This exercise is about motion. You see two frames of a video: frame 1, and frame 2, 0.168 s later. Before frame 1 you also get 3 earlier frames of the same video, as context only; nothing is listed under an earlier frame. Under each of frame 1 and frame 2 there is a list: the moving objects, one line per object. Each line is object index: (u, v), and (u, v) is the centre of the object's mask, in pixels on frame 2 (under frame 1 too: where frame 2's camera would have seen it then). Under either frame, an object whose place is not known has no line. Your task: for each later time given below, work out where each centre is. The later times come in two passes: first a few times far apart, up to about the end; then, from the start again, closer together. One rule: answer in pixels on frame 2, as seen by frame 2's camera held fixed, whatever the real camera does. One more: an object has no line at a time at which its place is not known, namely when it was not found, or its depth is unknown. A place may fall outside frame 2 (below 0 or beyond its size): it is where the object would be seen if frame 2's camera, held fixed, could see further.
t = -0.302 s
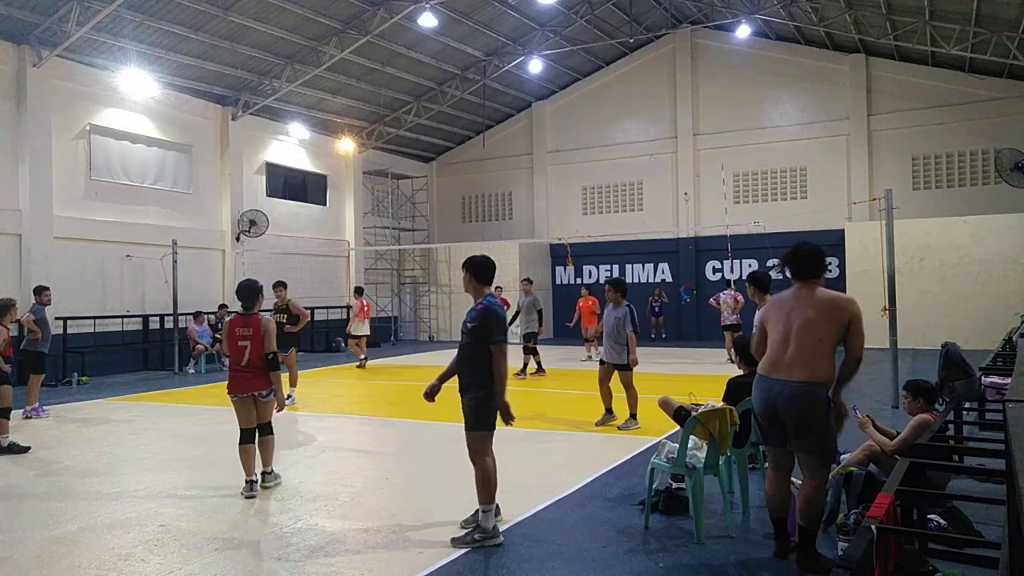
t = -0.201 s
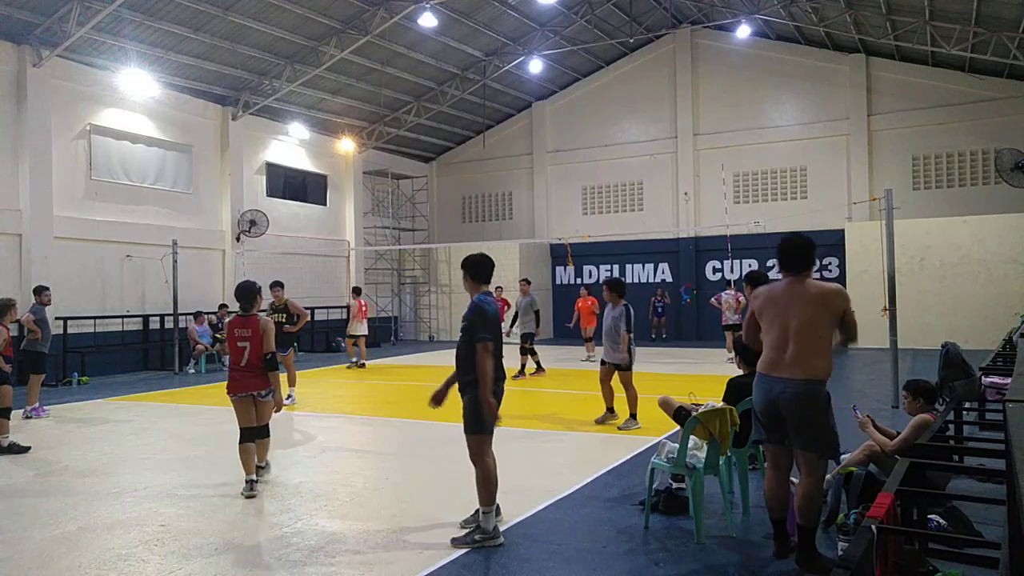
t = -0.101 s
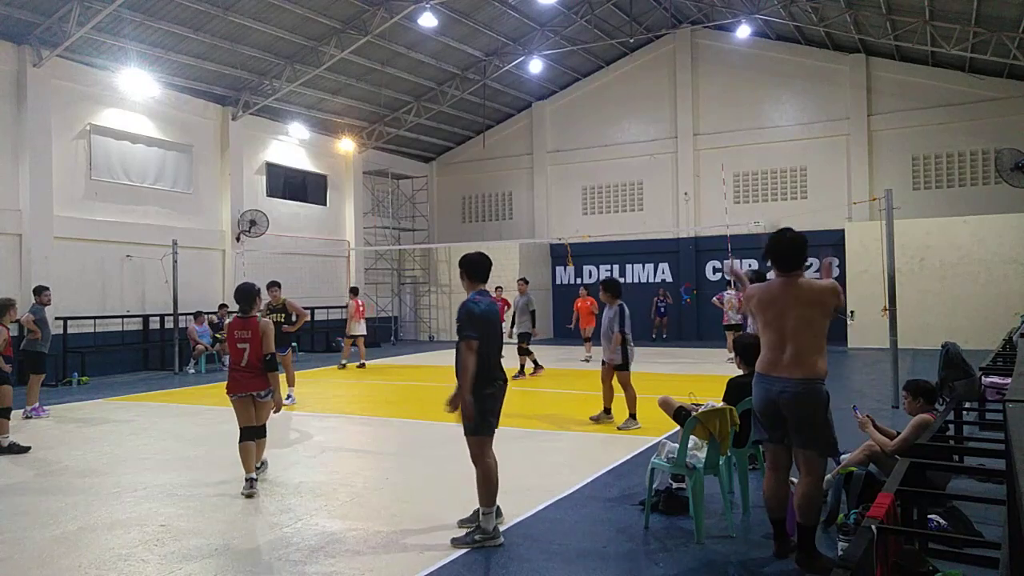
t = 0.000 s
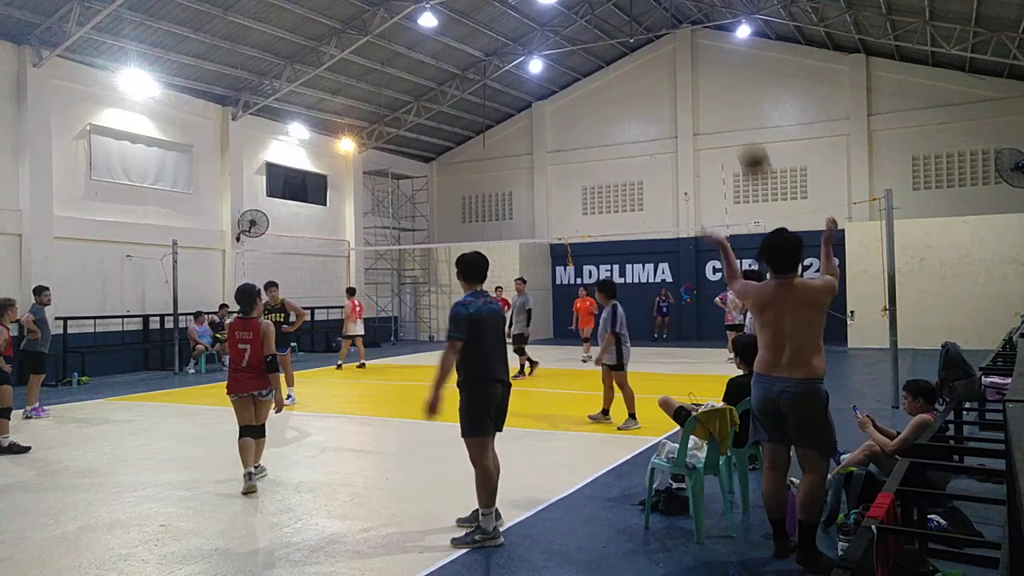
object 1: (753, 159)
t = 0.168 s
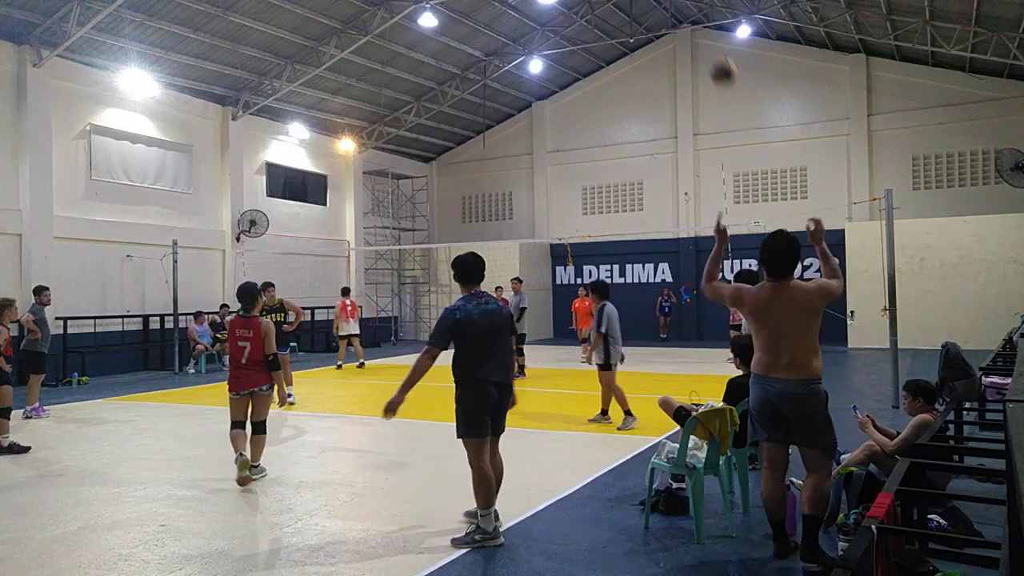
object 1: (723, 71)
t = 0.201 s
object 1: (717, 61)
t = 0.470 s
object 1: (681, 25)
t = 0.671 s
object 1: (664, 47)
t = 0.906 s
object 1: (648, 114)
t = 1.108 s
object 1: (638, 192)
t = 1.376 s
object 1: (626, 322)
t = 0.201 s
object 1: (717, 61)
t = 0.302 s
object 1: (703, 36)
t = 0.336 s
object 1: (699, 31)
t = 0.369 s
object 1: (694, 28)
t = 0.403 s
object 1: (689, 26)
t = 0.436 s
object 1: (685, 25)
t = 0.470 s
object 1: (681, 25)
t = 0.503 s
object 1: (678, 27)
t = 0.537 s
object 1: (675, 29)
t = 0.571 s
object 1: (672, 32)
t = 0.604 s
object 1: (669, 36)
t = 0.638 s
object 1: (667, 41)
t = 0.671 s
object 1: (664, 47)
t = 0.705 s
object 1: (662, 55)
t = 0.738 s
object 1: (659, 63)
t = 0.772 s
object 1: (656, 72)
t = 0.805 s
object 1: (654, 82)
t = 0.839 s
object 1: (651, 92)
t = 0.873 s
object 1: (649, 102)
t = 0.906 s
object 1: (648, 114)
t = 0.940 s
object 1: (646, 126)
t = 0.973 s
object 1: (644, 138)
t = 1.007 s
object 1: (642, 151)
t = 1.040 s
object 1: (641, 164)
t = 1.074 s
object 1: (639, 178)
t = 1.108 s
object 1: (638, 192)
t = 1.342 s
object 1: (627, 305)
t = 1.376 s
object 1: (626, 322)
